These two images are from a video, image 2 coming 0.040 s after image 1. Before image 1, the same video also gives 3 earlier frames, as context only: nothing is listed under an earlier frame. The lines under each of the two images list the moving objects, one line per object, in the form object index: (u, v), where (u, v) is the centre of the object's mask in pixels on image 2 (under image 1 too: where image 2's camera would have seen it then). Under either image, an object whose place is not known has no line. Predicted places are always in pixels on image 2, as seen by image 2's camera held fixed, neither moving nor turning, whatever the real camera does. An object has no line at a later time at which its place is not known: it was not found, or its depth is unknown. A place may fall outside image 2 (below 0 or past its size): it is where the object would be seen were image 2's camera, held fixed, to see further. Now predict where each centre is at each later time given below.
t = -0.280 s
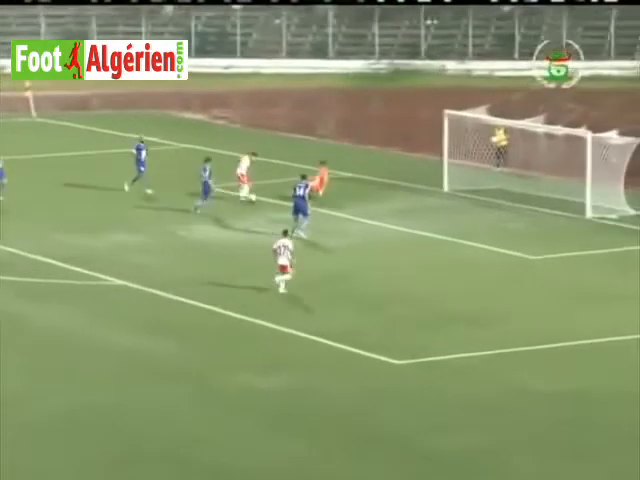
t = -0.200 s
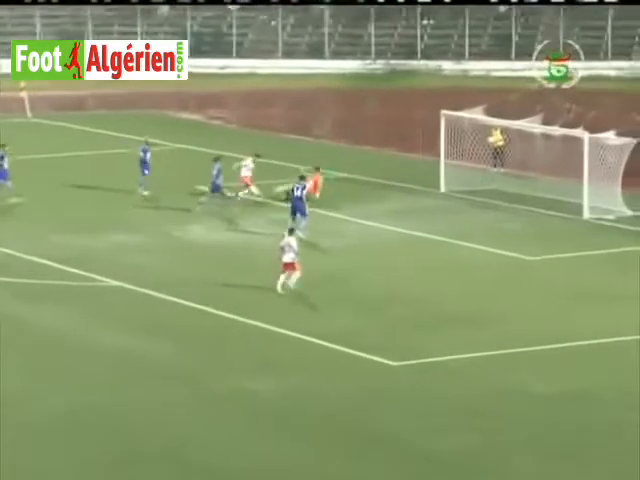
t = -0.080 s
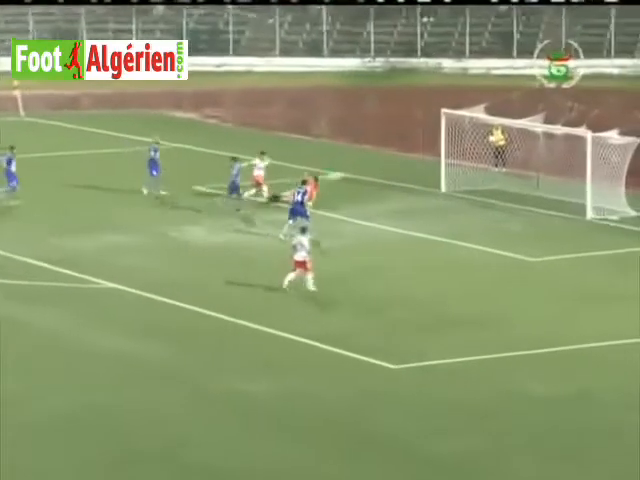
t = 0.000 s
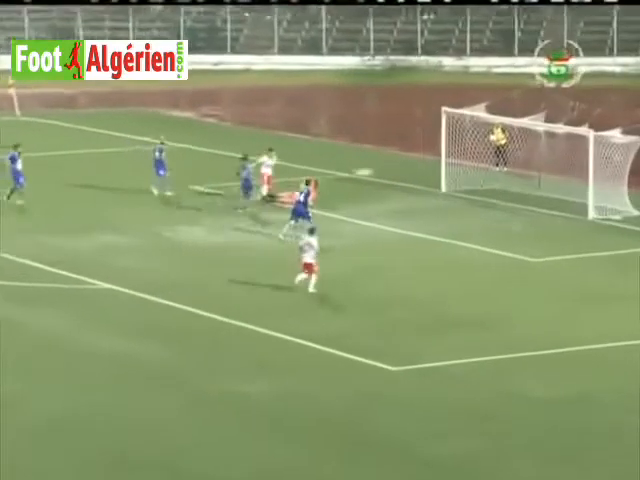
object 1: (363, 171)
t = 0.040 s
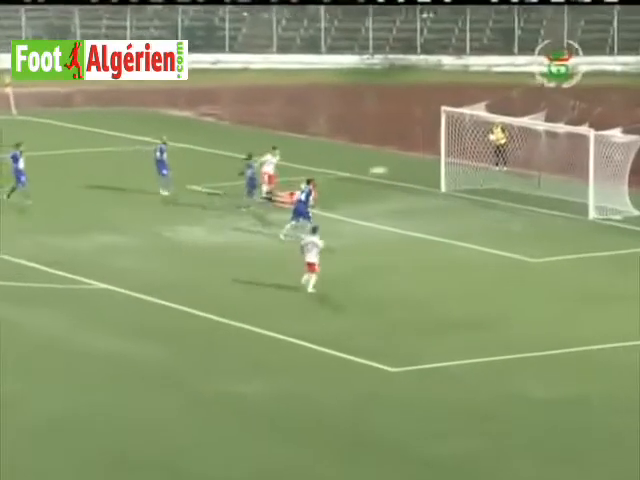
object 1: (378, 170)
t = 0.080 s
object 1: (393, 171)
